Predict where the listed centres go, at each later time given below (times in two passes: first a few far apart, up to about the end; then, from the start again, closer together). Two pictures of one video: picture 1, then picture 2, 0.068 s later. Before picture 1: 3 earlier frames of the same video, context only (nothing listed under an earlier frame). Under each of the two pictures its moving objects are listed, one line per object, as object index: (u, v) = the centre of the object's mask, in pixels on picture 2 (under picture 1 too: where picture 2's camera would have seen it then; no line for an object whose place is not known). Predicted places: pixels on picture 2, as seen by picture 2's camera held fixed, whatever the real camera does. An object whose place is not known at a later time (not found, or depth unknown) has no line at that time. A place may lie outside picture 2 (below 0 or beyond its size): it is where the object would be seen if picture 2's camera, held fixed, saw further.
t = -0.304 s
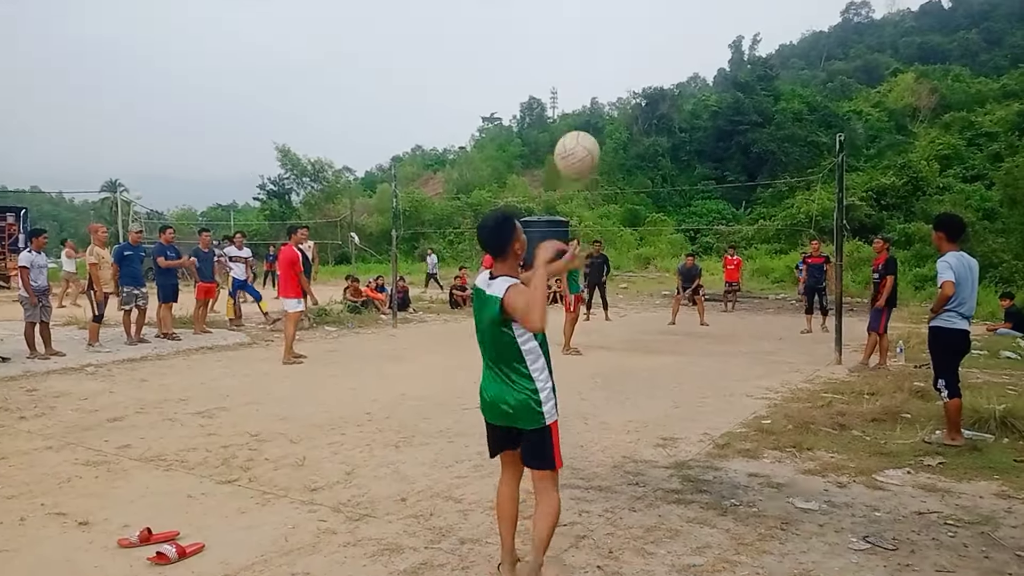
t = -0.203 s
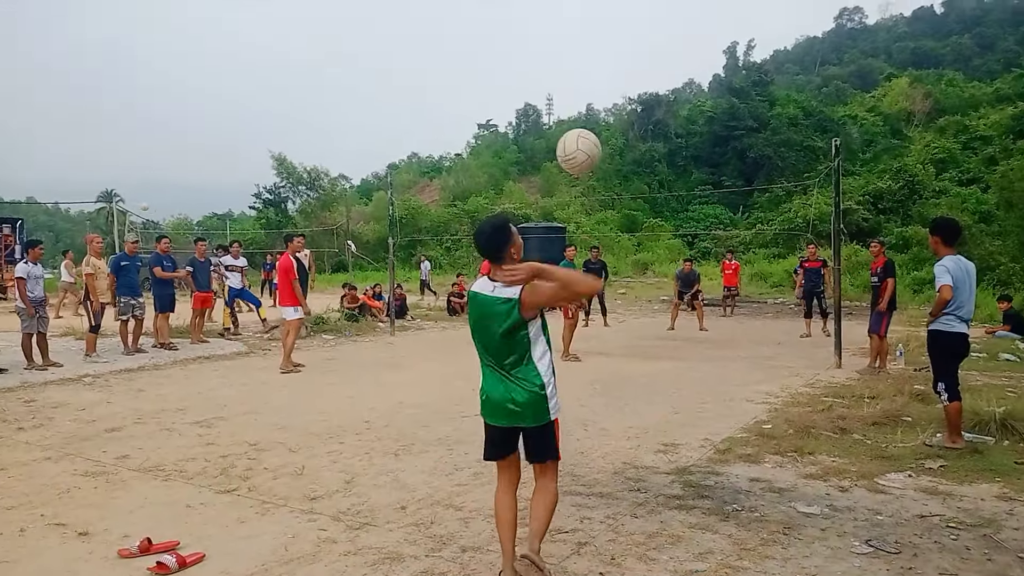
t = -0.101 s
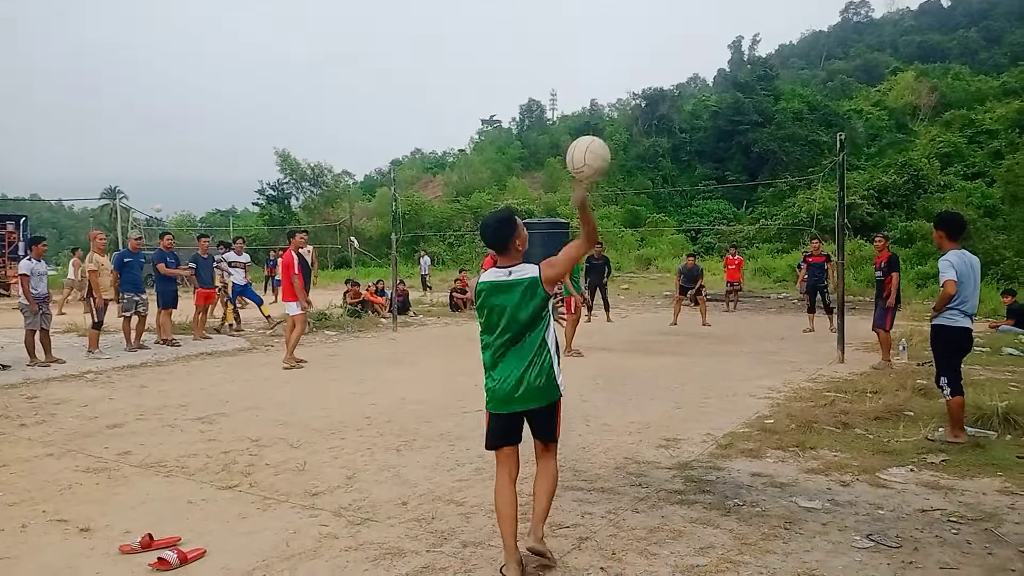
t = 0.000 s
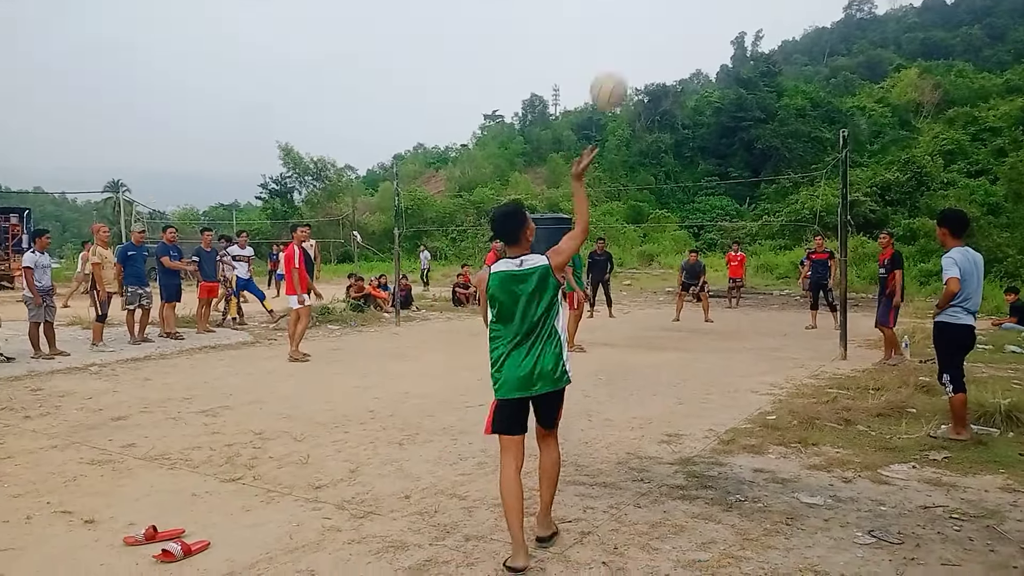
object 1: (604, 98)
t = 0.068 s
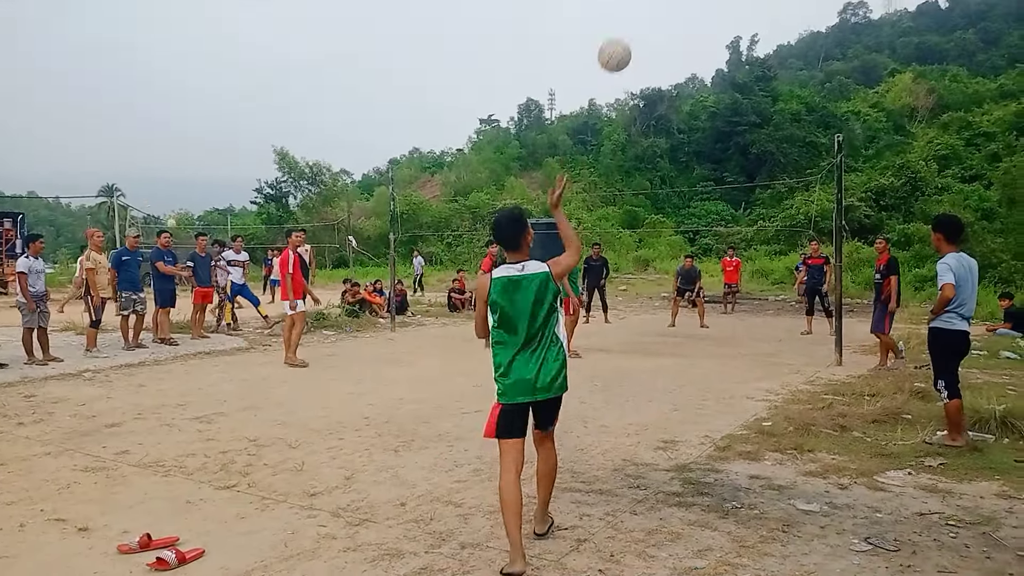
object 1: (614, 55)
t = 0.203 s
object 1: (627, 13)
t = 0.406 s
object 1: (641, 7)
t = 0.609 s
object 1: (646, 39)
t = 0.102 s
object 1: (617, 42)
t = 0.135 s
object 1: (620, 30)
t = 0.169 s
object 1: (624, 21)
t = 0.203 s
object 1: (627, 13)
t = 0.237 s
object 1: (630, 12)
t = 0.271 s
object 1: (635, 10)
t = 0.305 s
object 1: (636, 9)
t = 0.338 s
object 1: (637, 9)
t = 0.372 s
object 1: (640, 9)
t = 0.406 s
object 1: (641, 7)
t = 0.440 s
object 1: (642, 8)
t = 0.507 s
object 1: (645, 19)
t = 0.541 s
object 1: (646, 24)
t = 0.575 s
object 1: (646, 33)
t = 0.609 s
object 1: (646, 39)
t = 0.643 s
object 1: (647, 47)
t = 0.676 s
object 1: (649, 56)
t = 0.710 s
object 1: (650, 63)
